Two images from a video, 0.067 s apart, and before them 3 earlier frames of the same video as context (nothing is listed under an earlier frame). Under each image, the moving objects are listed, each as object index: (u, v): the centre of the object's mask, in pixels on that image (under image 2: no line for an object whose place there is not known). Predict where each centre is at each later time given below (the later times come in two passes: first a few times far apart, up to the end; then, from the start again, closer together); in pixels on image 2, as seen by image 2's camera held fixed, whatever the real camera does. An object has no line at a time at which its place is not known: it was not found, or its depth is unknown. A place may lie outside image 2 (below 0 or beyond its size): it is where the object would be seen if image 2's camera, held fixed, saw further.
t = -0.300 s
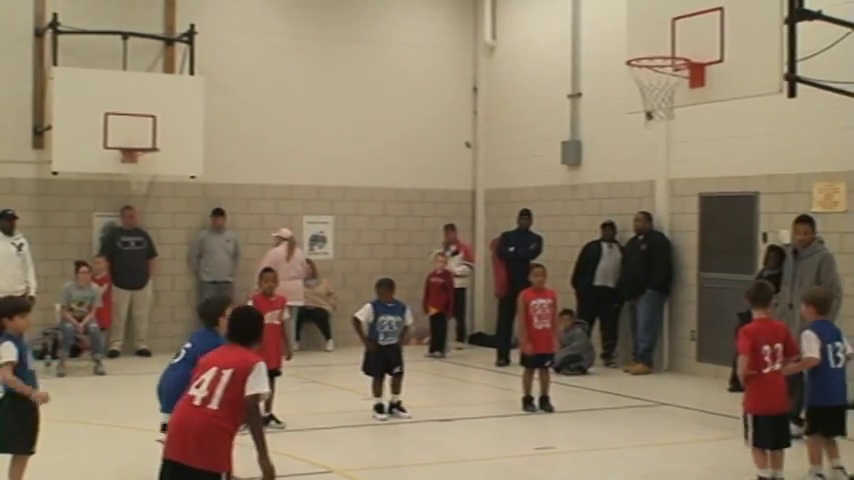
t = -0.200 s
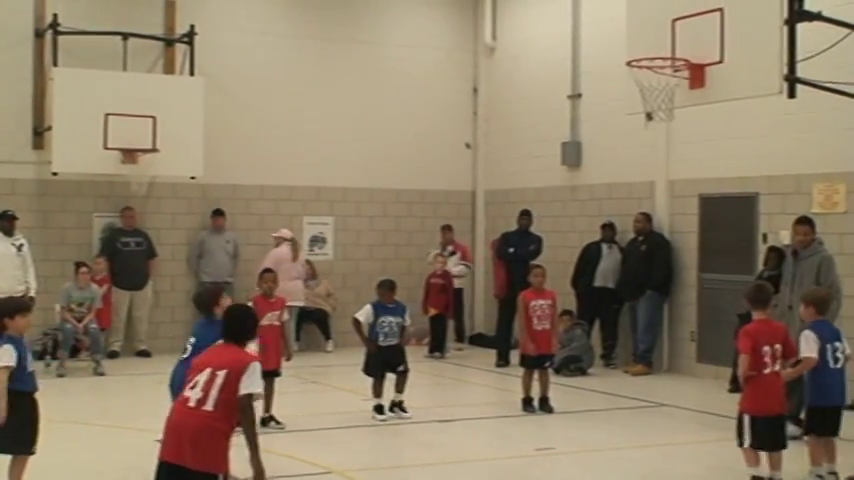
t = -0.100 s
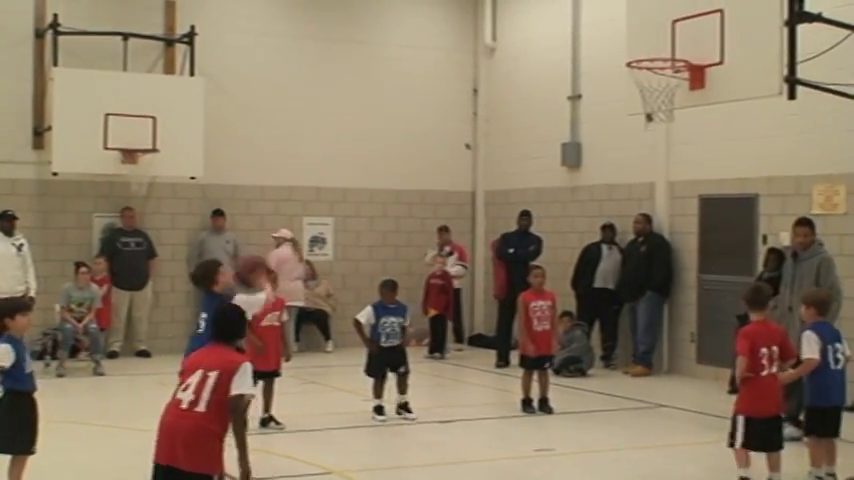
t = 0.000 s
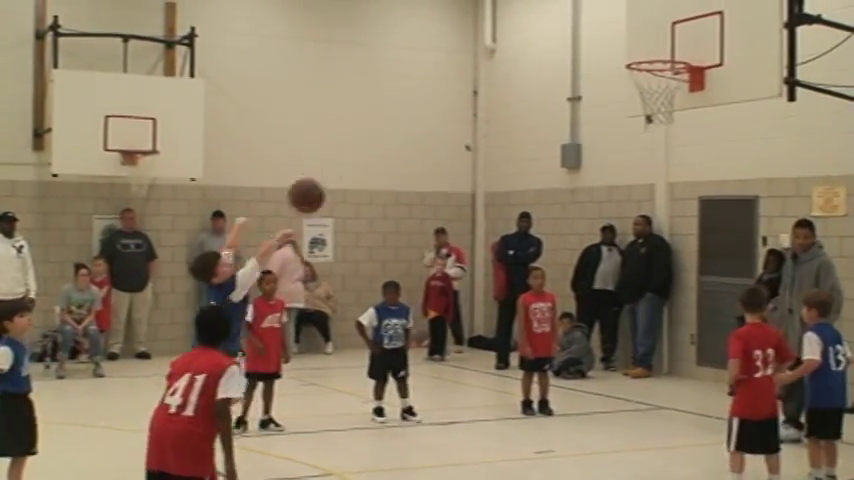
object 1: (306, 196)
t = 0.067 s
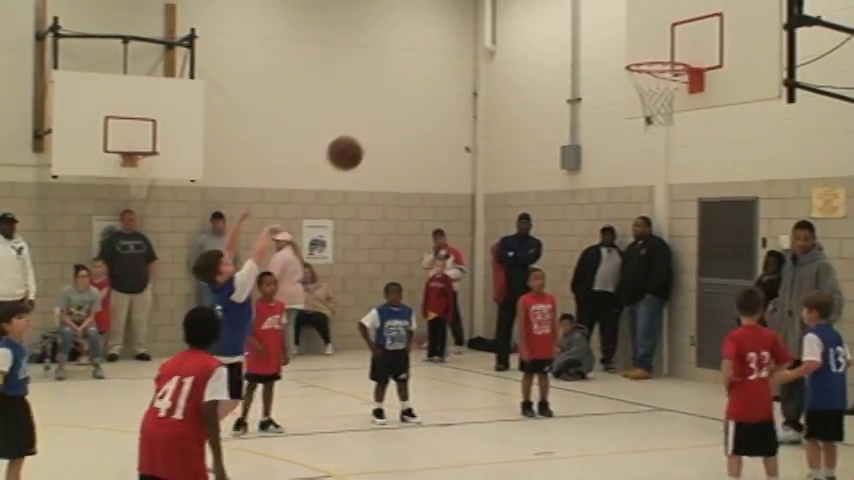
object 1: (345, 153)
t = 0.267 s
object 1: (452, 68)
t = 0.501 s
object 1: (562, 45)
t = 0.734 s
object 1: (573, 70)
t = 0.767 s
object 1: (558, 75)
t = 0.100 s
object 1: (364, 134)
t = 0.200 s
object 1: (418, 88)
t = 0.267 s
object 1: (452, 68)
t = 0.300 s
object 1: (468, 59)
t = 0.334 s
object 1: (485, 53)
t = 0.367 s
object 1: (500, 48)
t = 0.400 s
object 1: (516, 45)
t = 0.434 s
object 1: (532, 44)
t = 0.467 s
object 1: (547, 44)
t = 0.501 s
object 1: (562, 45)
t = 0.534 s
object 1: (576, 48)
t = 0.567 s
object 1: (591, 52)
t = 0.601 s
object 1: (605, 58)
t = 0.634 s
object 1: (617, 64)
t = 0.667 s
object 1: (603, 65)
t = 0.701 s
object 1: (588, 67)
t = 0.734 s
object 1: (573, 70)
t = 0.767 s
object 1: (558, 75)
